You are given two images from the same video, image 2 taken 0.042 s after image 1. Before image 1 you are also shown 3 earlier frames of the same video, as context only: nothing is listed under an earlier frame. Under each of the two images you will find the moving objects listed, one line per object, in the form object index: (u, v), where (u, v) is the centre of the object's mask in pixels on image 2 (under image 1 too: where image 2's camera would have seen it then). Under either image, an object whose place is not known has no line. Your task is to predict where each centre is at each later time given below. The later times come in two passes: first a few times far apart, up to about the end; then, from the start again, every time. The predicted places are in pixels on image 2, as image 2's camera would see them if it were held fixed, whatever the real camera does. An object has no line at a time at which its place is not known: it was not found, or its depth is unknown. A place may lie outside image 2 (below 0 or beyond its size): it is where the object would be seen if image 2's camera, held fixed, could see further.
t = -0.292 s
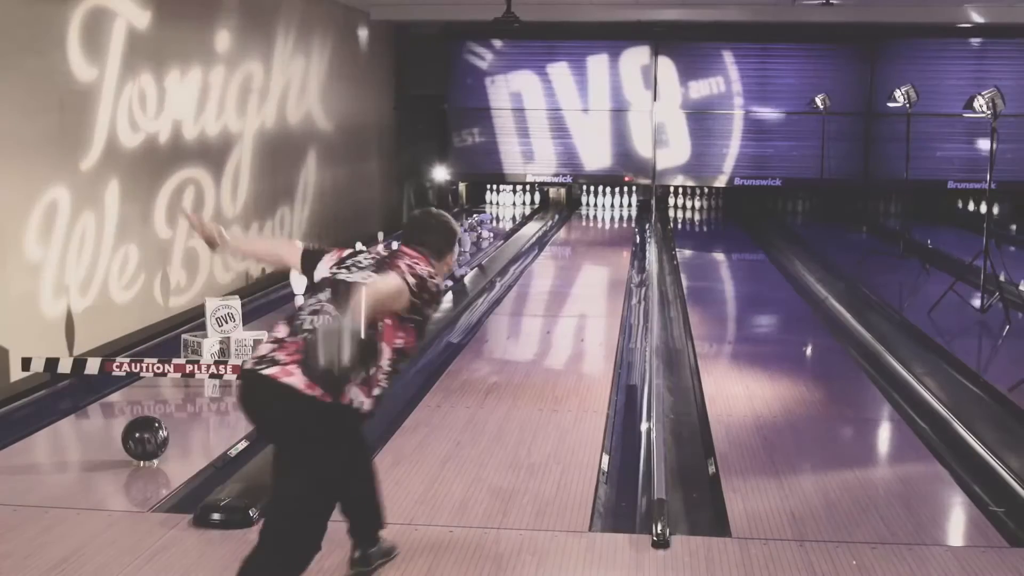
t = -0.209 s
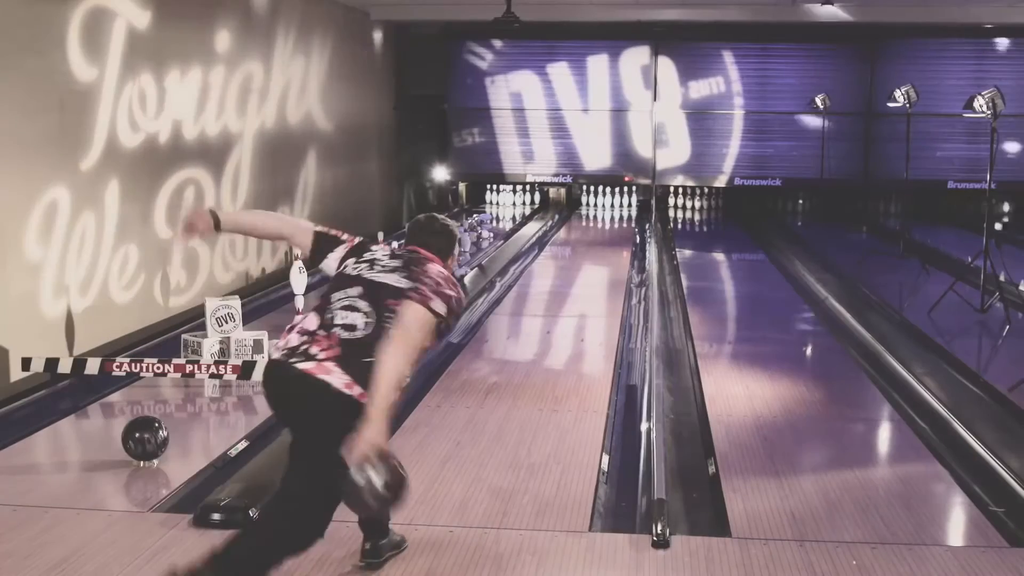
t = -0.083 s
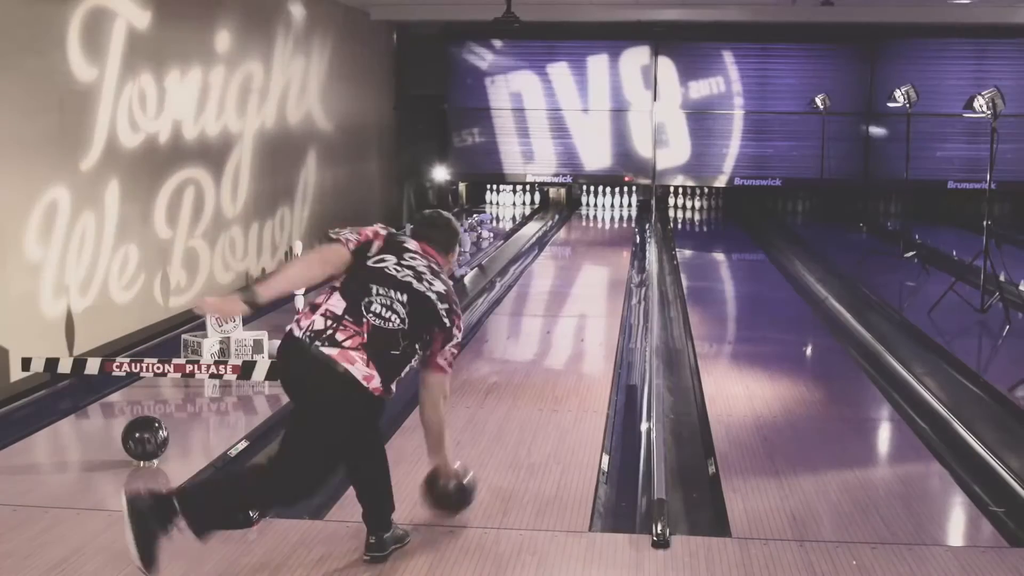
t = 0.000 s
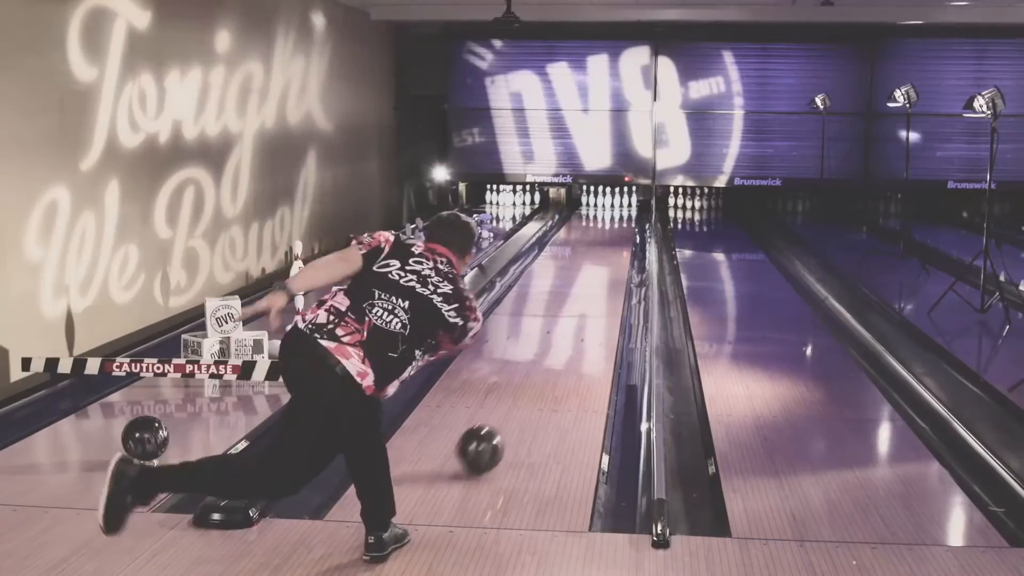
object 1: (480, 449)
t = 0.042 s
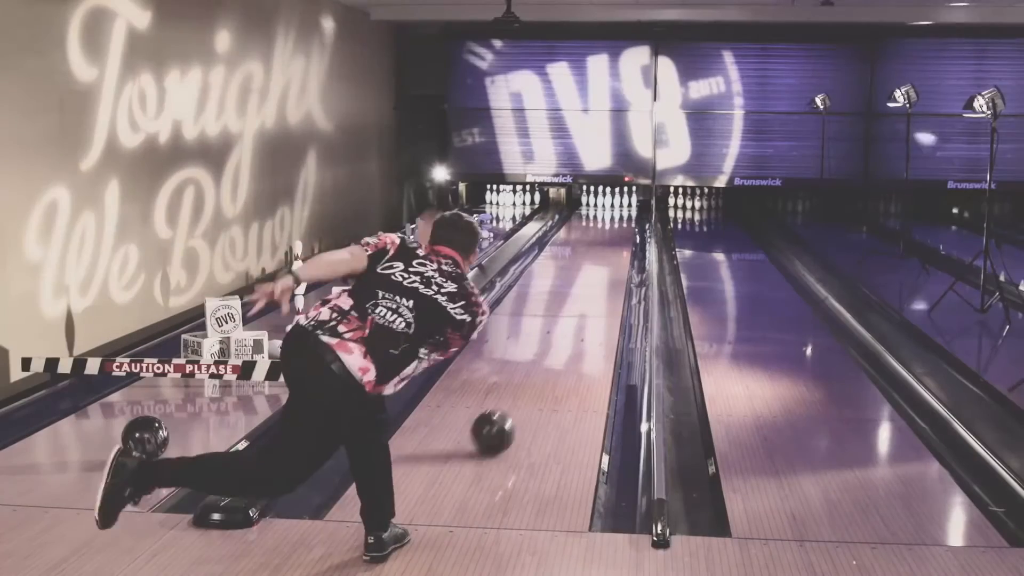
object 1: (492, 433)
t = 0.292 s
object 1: (547, 353)
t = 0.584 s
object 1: (582, 300)
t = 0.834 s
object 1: (601, 270)
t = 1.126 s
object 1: (614, 247)
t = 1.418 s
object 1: (622, 229)
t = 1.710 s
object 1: (621, 216)
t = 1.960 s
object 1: (616, 208)
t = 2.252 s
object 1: (615, 202)
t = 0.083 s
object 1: (504, 416)
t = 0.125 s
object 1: (514, 401)
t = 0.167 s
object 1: (524, 387)
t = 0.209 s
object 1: (532, 375)
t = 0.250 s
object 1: (539, 364)
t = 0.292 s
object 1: (547, 353)
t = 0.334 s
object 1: (553, 344)
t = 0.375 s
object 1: (559, 335)
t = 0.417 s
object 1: (565, 327)
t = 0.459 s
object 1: (570, 320)
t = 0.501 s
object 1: (574, 312)
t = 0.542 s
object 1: (578, 306)
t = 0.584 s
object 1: (582, 300)
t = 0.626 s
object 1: (586, 294)
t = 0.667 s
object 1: (590, 289)
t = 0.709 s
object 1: (593, 284)
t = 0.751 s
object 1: (596, 279)
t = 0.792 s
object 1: (599, 274)
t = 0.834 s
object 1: (601, 270)
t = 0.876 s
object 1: (604, 266)
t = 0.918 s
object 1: (606, 262)
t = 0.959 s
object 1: (607, 259)
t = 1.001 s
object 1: (610, 255)
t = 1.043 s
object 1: (611, 253)
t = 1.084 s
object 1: (613, 249)
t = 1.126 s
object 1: (614, 247)
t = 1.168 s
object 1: (615, 244)
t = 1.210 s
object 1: (617, 241)
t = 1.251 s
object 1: (618, 238)
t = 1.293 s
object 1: (619, 235)
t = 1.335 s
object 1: (620, 233)
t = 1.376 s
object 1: (621, 231)
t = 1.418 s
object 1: (622, 229)
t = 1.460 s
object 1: (623, 226)
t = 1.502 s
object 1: (623, 224)
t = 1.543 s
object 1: (623, 223)
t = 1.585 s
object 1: (622, 221)
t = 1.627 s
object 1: (622, 220)
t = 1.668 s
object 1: (622, 218)
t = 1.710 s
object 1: (621, 216)
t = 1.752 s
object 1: (621, 215)
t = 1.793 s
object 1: (620, 213)
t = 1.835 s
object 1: (619, 212)
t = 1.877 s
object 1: (618, 210)
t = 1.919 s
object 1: (618, 209)
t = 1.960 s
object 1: (616, 208)
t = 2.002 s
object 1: (616, 207)
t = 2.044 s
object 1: (614, 205)
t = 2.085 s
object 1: (613, 205)
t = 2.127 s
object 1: (613, 203)
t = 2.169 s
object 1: (614, 203)
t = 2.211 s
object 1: (614, 202)
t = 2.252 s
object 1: (615, 202)
